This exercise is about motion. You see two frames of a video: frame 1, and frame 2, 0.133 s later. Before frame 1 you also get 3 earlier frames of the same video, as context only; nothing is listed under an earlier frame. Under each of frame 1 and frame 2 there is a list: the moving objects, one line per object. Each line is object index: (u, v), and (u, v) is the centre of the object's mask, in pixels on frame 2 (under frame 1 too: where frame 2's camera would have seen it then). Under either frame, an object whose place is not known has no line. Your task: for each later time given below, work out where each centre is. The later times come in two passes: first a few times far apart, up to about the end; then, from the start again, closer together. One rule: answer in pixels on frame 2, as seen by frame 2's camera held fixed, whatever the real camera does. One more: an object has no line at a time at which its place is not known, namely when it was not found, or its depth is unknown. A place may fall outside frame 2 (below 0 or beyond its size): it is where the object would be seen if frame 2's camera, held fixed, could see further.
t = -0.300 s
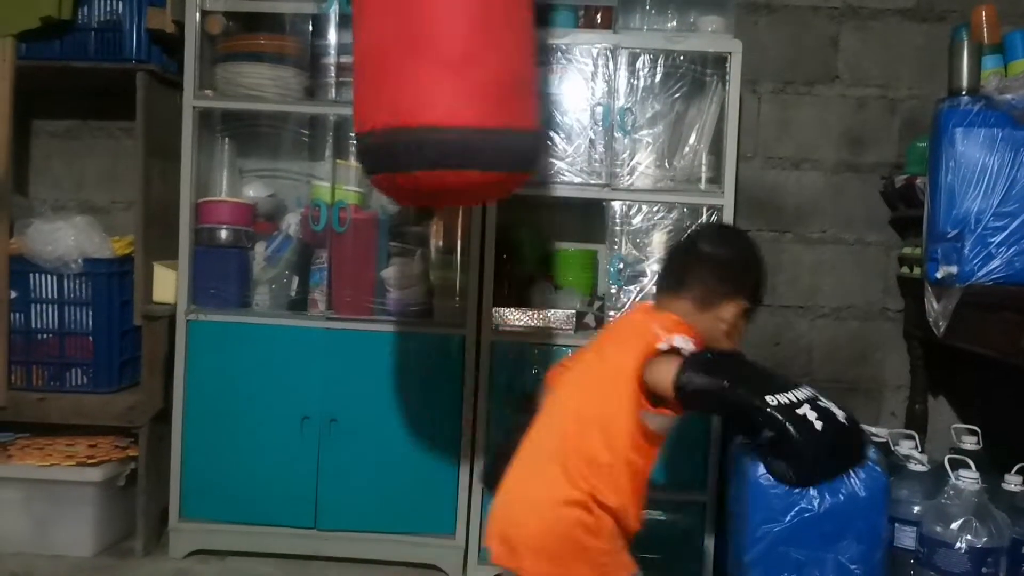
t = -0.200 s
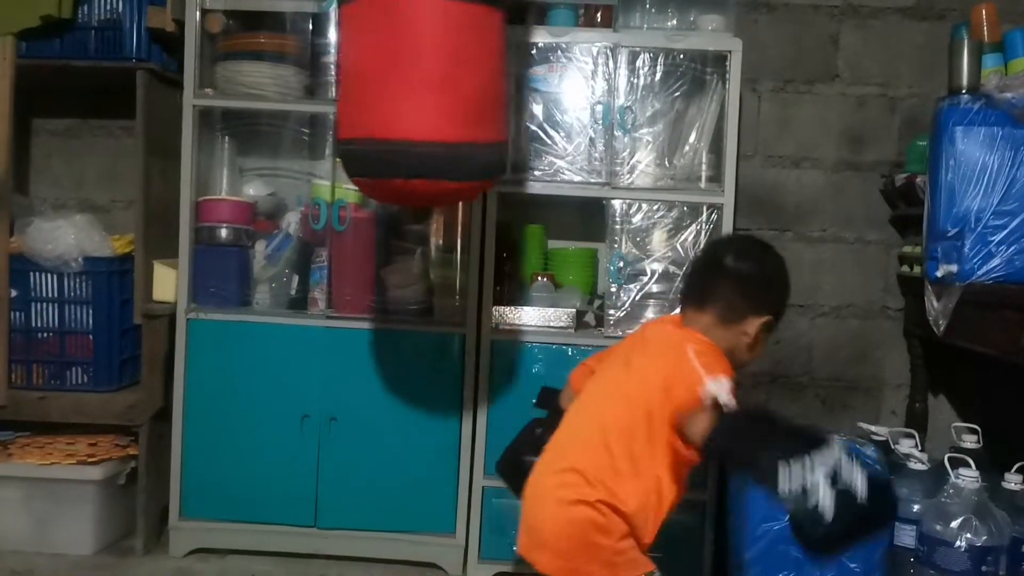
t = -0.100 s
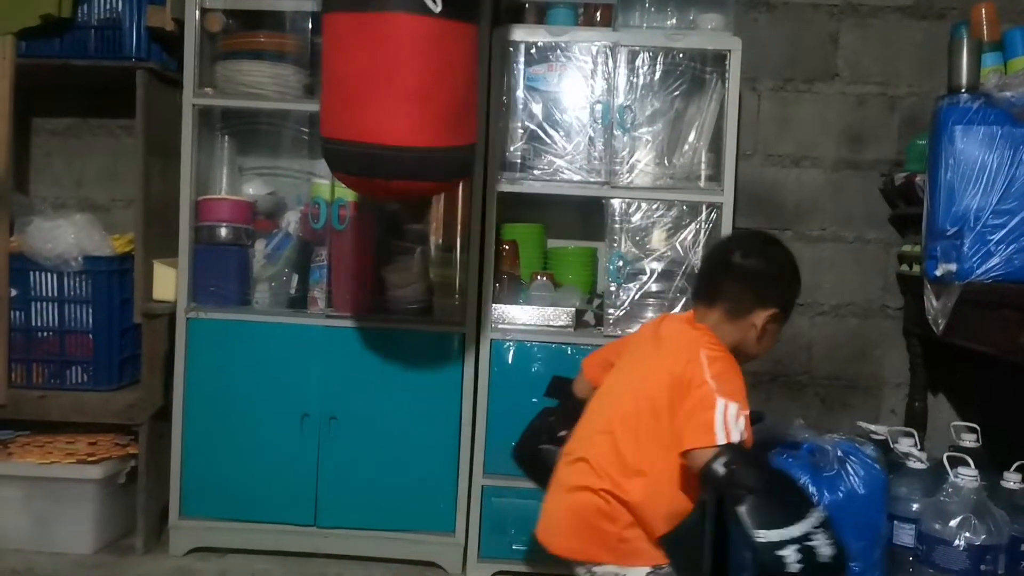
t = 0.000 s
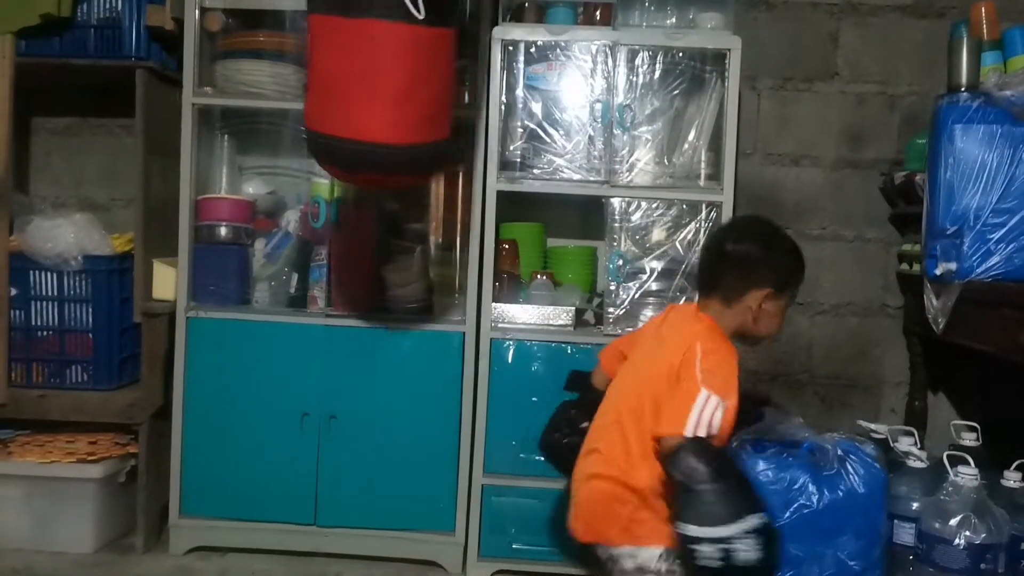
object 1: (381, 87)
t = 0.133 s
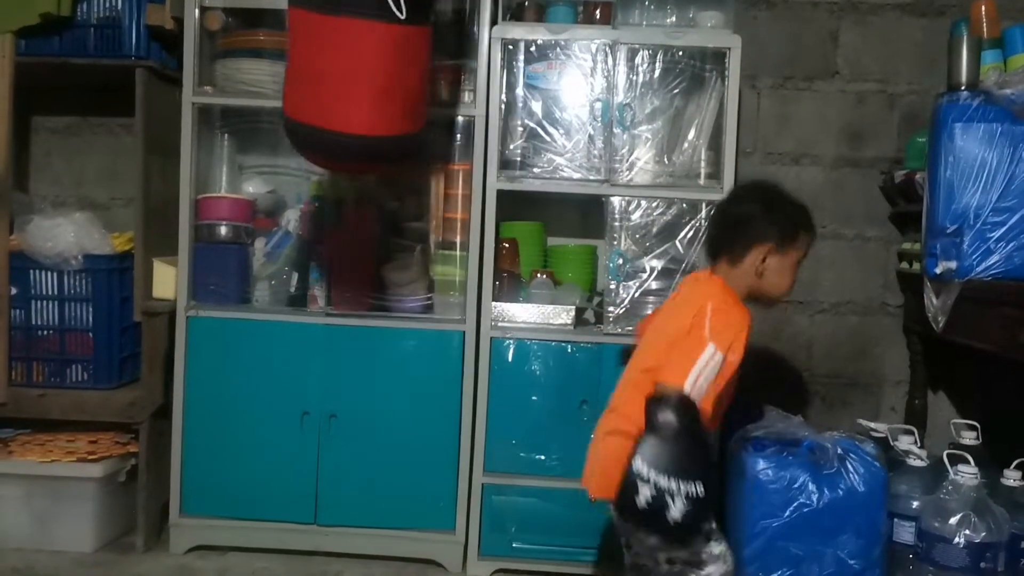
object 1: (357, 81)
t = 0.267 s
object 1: (340, 80)
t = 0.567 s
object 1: (325, 90)
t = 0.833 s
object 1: (358, 92)
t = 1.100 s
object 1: (442, 67)
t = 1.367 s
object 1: (488, 67)
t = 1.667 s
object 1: (440, 88)
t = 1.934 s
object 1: (379, 80)
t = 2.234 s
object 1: (333, 69)
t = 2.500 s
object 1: (321, 76)
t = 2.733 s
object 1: (347, 80)
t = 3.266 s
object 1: (495, 55)
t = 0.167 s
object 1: (352, 80)
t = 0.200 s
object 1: (347, 80)
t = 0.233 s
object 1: (343, 80)
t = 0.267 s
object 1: (340, 80)
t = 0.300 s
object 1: (336, 80)
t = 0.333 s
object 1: (333, 80)
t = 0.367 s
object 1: (331, 80)
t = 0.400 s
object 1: (329, 81)
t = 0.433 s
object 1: (328, 83)
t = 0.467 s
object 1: (326, 84)
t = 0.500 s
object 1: (325, 86)
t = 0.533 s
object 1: (325, 88)
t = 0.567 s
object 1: (325, 90)
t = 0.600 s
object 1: (326, 92)
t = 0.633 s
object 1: (327, 93)
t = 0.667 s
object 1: (330, 94)
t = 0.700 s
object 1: (334, 95)
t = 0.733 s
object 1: (339, 95)
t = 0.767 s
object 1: (344, 95)
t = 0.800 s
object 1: (351, 94)
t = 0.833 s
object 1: (358, 92)
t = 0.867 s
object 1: (367, 90)
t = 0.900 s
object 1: (375, 87)
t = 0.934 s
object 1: (385, 84)
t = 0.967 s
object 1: (396, 80)
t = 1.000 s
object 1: (407, 77)
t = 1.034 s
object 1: (418, 74)
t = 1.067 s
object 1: (430, 70)
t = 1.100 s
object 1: (442, 67)
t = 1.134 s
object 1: (452, 65)
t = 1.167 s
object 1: (462, 64)
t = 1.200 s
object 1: (469, 62)
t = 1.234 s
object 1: (476, 62)
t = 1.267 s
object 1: (481, 62)
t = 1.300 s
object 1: (485, 63)
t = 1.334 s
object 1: (487, 65)
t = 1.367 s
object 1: (488, 67)
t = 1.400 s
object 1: (486, 69)
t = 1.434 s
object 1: (484, 72)
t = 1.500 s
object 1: (475, 79)
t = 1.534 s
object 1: (470, 82)
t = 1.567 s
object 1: (463, 84)
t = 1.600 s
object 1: (456, 86)
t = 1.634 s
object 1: (448, 88)
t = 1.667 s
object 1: (440, 88)
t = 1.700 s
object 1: (432, 89)
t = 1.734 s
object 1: (424, 89)
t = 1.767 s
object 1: (416, 89)
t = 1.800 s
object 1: (407, 88)
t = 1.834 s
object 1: (400, 85)
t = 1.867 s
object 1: (392, 84)
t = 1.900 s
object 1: (386, 82)
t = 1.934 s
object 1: (379, 80)
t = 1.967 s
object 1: (374, 78)
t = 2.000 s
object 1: (367, 77)
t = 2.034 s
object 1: (361, 75)
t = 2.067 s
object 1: (356, 73)
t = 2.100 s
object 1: (350, 71)
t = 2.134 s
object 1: (346, 71)
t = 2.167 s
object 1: (341, 69)
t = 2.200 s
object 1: (337, 69)
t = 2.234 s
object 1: (333, 69)
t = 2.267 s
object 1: (329, 69)
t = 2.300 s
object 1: (327, 69)
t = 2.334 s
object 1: (325, 69)
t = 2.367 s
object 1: (323, 71)
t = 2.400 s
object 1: (321, 71)
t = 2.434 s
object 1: (320, 73)
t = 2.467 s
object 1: (320, 75)
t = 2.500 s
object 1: (321, 76)
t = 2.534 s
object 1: (322, 78)
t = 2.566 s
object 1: (324, 78)
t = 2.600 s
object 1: (327, 79)
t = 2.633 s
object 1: (330, 80)
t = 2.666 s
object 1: (335, 81)
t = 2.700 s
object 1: (340, 81)
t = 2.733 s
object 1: (347, 80)
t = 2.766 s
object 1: (354, 80)
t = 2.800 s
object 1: (363, 78)
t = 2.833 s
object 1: (373, 76)
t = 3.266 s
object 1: (495, 55)
